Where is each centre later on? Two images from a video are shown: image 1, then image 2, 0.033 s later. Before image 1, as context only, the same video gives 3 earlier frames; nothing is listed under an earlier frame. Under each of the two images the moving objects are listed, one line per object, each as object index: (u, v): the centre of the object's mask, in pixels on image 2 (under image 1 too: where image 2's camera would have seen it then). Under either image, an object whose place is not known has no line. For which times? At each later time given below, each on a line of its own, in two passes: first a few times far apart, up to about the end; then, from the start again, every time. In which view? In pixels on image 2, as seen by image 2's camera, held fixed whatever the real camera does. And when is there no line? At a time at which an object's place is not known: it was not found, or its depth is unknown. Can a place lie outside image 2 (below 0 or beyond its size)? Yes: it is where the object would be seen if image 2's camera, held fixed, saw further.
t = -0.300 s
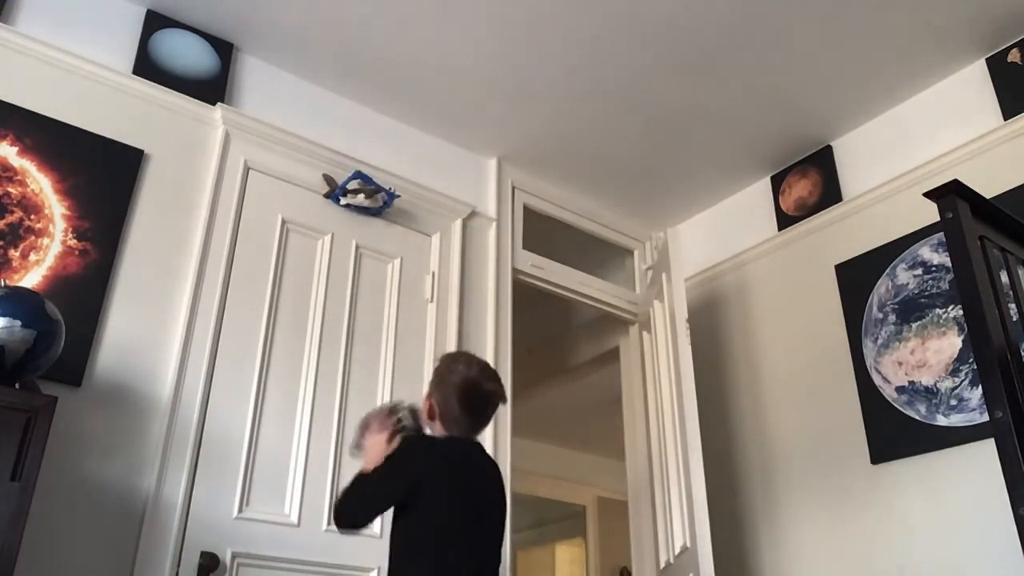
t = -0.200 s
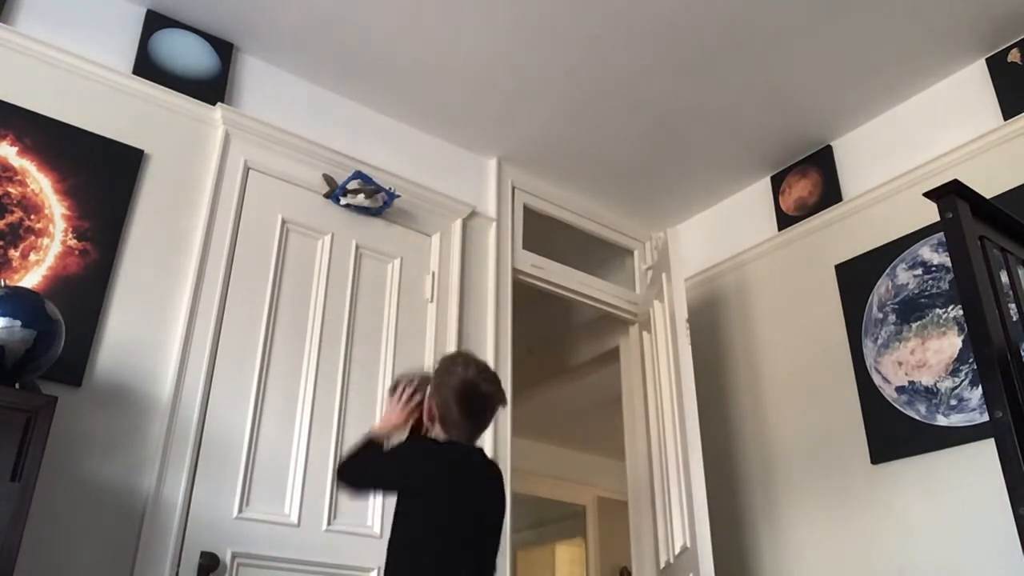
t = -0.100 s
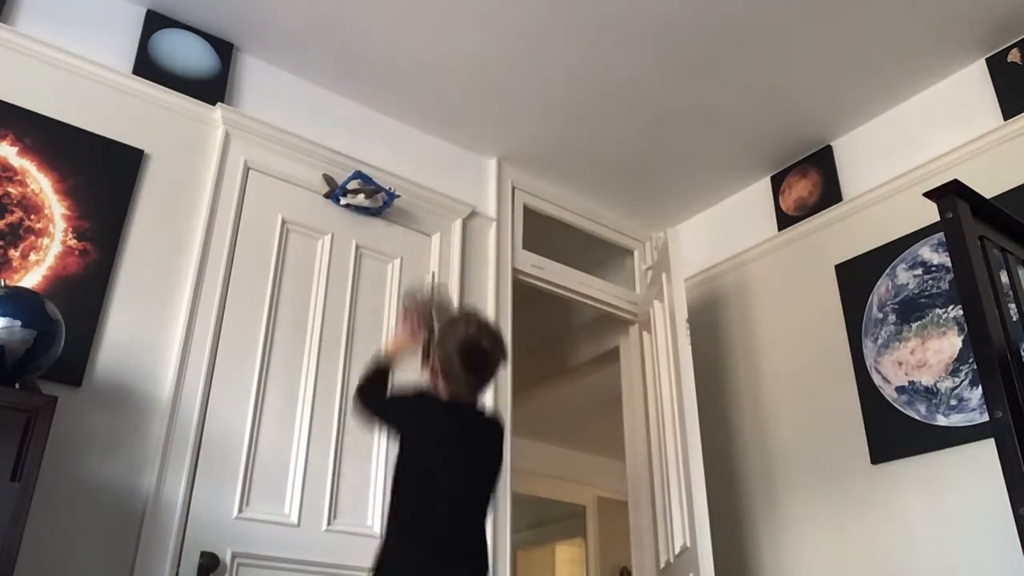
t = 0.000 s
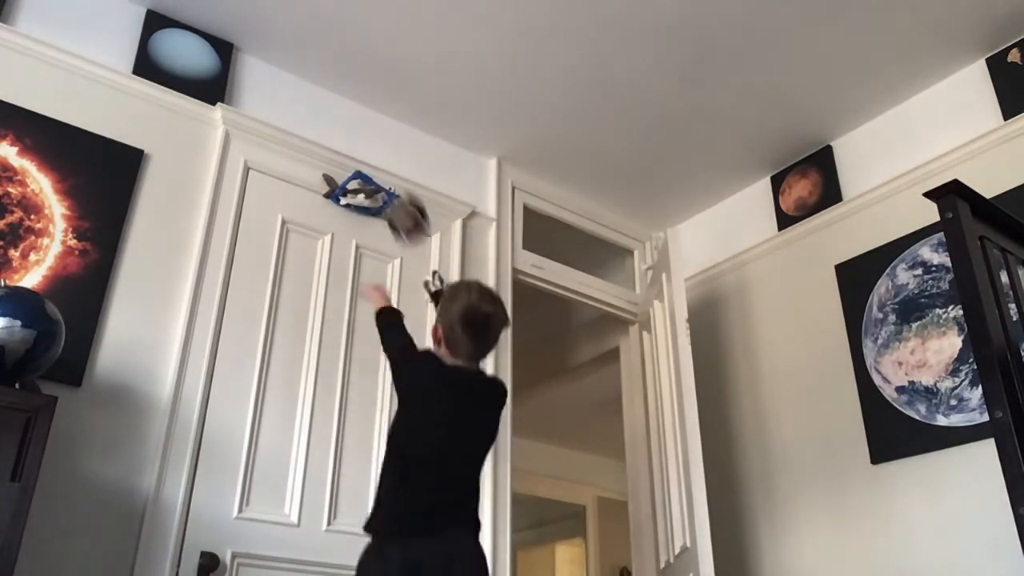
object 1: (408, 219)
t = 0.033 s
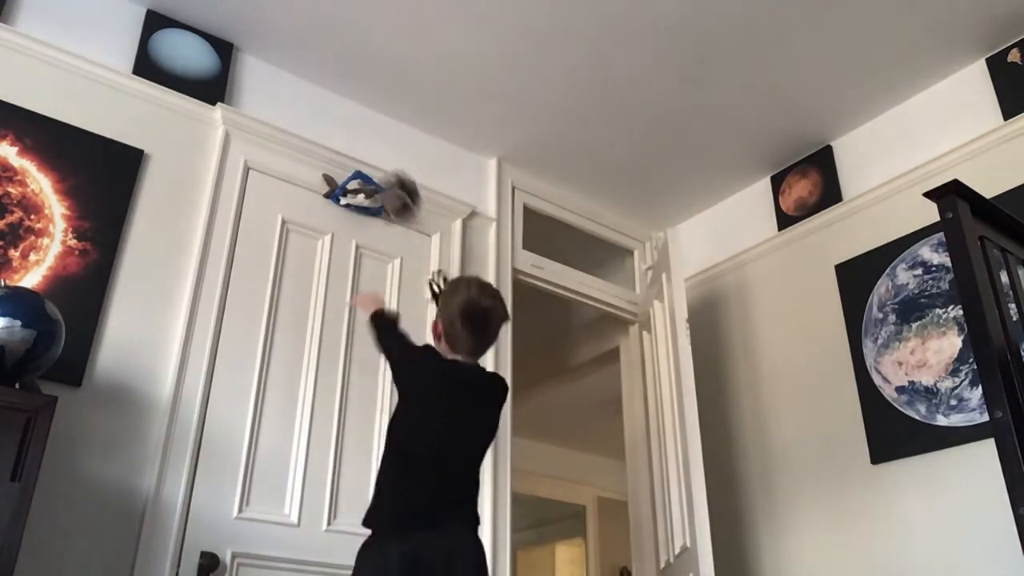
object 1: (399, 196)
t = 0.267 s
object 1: (355, 137)
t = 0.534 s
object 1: (341, 138)
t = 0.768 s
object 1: (312, 236)
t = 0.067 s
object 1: (390, 179)
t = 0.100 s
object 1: (385, 164)
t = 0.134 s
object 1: (377, 156)
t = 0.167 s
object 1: (370, 149)
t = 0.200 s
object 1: (364, 144)
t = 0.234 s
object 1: (359, 140)
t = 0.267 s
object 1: (355, 137)
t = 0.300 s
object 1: (350, 137)
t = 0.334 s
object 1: (347, 133)
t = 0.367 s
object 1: (347, 128)
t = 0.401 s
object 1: (346, 125)
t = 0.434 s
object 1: (345, 125)
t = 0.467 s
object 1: (344, 127)
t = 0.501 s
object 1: (342, 131)
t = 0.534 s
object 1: (341, 138)
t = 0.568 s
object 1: (339, 147)
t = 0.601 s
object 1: (336, 162)
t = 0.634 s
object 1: (330, 169)
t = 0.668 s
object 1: (324, 182)
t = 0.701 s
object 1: (320, 197)
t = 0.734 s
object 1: (317, 217)
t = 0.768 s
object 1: (312, 236)
